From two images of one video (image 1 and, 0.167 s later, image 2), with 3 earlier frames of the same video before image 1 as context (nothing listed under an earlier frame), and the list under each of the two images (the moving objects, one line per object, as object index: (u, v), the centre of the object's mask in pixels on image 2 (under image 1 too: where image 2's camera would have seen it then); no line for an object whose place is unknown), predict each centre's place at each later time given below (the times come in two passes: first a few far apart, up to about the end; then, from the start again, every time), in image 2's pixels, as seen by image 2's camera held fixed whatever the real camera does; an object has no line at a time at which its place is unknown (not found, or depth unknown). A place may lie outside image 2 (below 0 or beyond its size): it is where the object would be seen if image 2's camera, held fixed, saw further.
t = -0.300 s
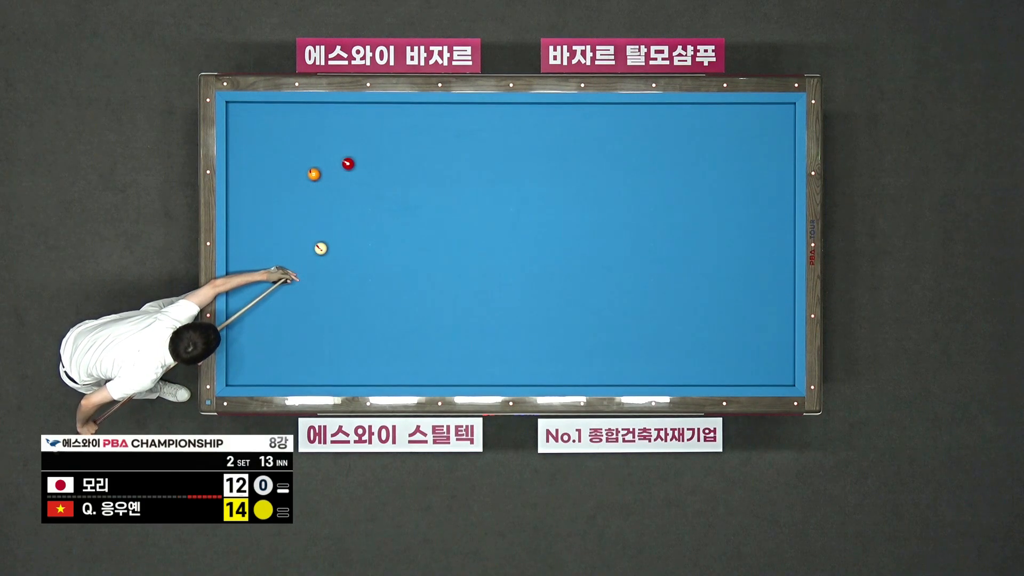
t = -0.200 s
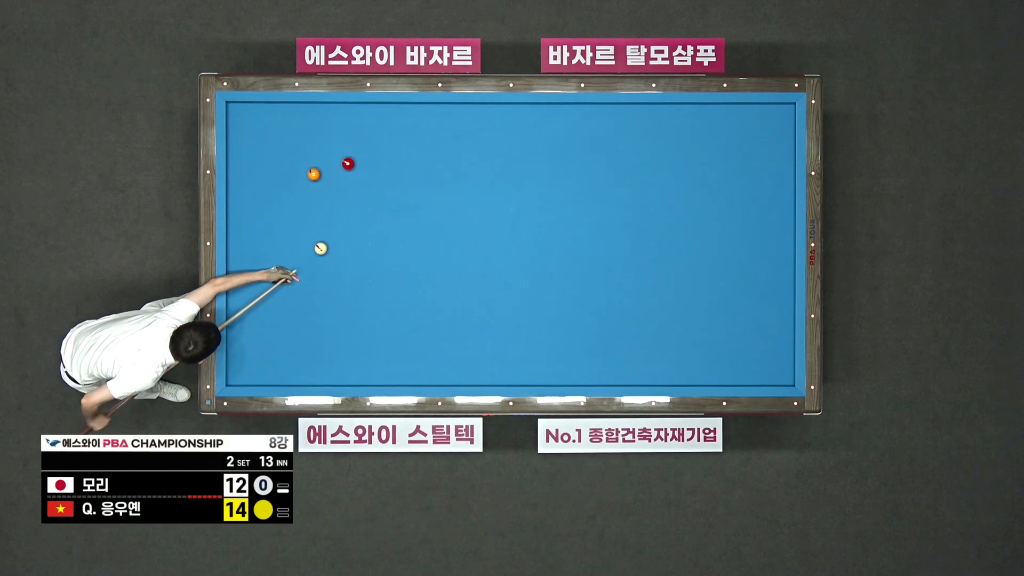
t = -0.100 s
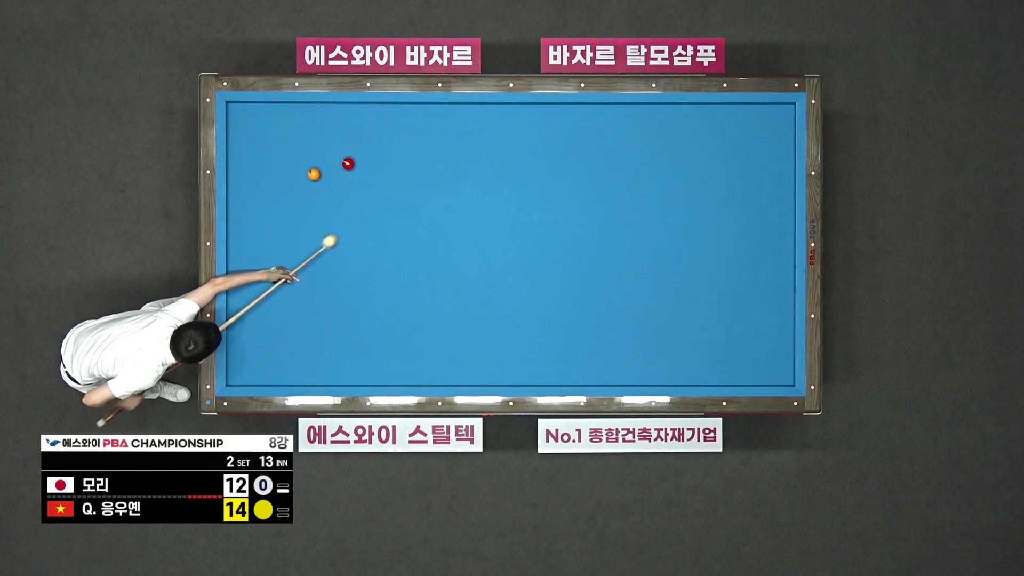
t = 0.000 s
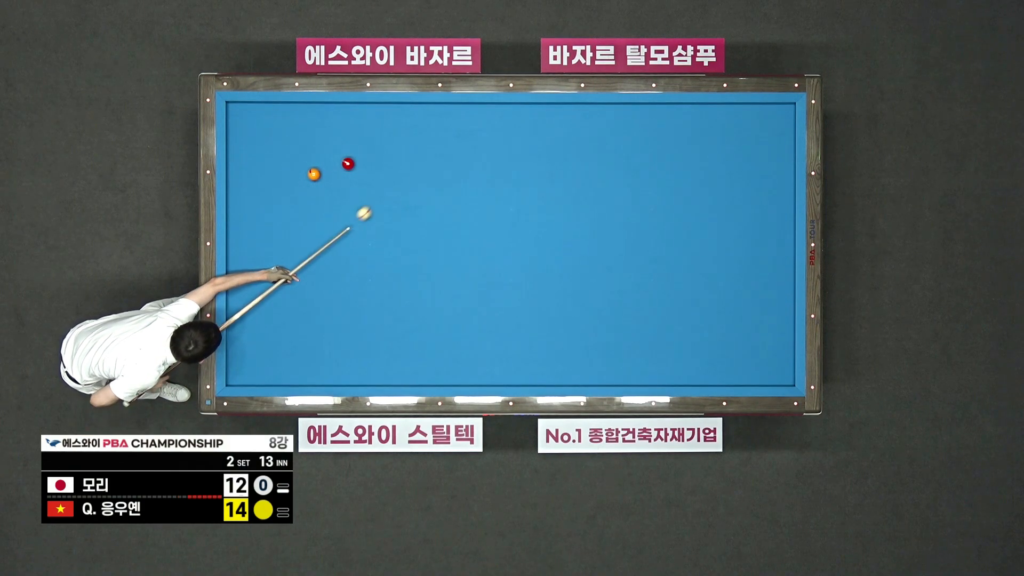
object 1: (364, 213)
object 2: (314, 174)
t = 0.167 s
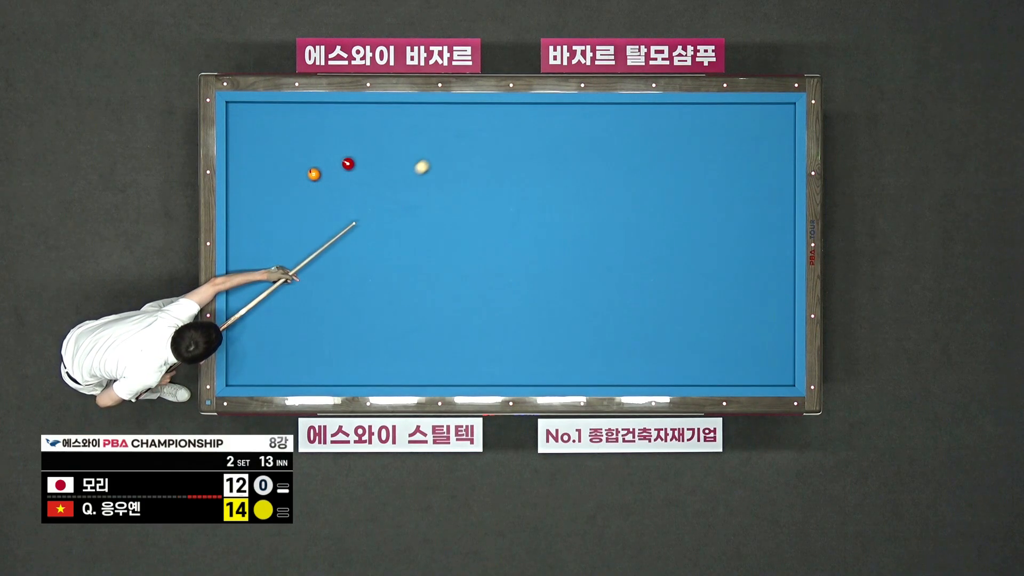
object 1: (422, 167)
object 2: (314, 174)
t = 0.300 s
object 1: (467, 130)
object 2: (314, 174)
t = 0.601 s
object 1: (558, 154)
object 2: (314, 174)
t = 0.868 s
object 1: (634, 196)
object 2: (314, 174)
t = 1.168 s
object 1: (719, 243)
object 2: (314, 174)
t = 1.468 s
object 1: (780, 291)
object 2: (314, 174)
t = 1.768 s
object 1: (724, 349)
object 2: (314, 174)
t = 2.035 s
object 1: (682, 368)
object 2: (314, 174)
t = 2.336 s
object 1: (635, 335)
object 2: (314, 174)
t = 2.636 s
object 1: (589, 303)
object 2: (314, 174)
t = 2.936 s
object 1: (544, 272)
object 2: (314, 174)
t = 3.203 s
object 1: (504, 244)
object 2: (314, 174)
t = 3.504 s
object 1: (461, 214)
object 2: (314, 174)
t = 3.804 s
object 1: (418, 184)
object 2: (314, 174)
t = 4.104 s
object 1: (376, 154)
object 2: (314, 174)
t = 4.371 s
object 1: (339, 129)
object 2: (314, 174)
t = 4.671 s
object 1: (301, 113)
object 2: (314, 174)
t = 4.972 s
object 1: (269, 126)
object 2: (314, 174)
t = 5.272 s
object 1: (239, 139)
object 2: (314, 174)
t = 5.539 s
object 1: (244, 145)
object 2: (314, 174)
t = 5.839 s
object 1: (260, 150)
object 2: (314, 174)
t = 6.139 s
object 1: (275, 154)
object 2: (314, 174)
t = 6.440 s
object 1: (289, 159)
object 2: (314, 174)
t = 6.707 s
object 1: (301, 162)
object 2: (314, 174)
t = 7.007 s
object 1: (311, 162)
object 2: (316, 176)
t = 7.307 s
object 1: (319, 160)
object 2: (320, 181)
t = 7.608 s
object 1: (325, 158)
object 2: (323, 185)
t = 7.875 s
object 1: (330, 155)
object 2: (325, 188)
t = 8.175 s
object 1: (336, 153)
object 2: (327, 190)
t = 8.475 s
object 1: (340, 151)
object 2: (329, 192)
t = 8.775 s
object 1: (344, 150)
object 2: (329, 193)
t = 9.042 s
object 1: (346, 148)
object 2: (330, 194)
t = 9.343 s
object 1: (349, 147)
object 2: (330, 194)
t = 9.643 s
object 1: (351, 146)
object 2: (330, 194)
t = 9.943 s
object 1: (351, 145)
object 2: (330, 194)
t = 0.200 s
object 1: (433, 158)
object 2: (314, 174)
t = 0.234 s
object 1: (444, 148)
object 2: (314, 174)
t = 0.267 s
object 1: (456, 139)
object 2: (314, 174)
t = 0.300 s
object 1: (467, 130)
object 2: (314, 174)
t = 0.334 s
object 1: (478, 121)
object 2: (314, 174)
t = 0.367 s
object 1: (490, 112)
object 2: (314, 174)
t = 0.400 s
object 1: (500, 112)
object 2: (314, 174)
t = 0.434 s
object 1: (510, 120)
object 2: (314, 174)
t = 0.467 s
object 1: (519, 127)
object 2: (314, 174)
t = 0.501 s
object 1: (529, 135)
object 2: (314, 174)
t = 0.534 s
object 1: (539, 141)
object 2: (314, 174)
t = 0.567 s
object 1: (548, 148)
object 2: (314, 174)
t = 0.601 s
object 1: (558, 154)
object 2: (314, 174)
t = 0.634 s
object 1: (567, 159)
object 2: (314, 174)
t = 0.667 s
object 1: (577, 165)
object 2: (314, 174)
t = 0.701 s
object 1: (586, 170)
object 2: (314, 174)
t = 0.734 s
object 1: (596, 175)
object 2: (314, 174)
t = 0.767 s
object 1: (606, 180)
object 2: (314, 174)
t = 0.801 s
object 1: (615, 186)
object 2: (314, 174)
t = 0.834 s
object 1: (625, 191)
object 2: (314, 174)
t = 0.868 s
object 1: (634, 196)
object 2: (314, 174)
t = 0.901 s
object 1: (643, 201)
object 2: (314, 174)
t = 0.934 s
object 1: (653, 207)
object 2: (314, 174)
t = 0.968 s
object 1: (662, 212)
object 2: (314, 174)
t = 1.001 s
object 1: (672, 217)
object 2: (314, 174)
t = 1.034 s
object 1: (681, 222)
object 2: (314, 174)
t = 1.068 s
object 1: (691, 228)
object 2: (314, 174)
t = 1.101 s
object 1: (700, 233)
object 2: (314, 174)
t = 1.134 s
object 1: (710, 238)
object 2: (314, 174)
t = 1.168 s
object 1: (719, 243)
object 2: (314, 174)
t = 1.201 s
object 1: (728, 248)
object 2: (314, 174)
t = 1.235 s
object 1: (737, 253)
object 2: (314, 174)
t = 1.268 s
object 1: (747, 258)
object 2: (314, 174)
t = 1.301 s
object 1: (756, 264)
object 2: (314, 174)
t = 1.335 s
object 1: (765, 269)
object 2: (314, 174)
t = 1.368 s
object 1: (775, 274)
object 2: (314, 174)
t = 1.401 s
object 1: (784, 279)
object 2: (314, 174)
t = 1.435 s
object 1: (787, 285)
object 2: (314, 174)
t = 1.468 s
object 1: (780, 291)
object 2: (314, 174)
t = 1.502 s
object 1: (772, 298)
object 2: (314, 174)
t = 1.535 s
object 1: (765, 304)
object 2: (314, 174)
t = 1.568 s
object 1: (758, 311)
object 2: (314, 174)
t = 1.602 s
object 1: (751, 317)
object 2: (314, 174)
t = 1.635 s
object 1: (745, 323)
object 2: (314, 174)
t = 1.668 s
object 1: (740, 330)
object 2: (314, 174)
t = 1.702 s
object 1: (734, 336)
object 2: (314, 174)
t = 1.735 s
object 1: (729, 343)
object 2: (314, 174)
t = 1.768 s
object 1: (724, 349)
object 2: (314, 174)
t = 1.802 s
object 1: (719, 355)
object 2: (314, 174)
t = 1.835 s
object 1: (713, 361)
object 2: (314, 174)
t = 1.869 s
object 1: (708, 367)
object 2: (314, 174)
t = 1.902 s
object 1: (703, 374)
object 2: (314, 174)
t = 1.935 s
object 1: (698, 380)
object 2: (314, 174)
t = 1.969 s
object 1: (693, 377)
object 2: (314, 174)
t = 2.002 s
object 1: (687, 372)
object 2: (314, 174)
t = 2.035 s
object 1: (682, 368)
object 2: (314, 174)
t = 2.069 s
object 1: (677, 363)
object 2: (314, 174)
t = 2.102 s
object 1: (672, 360)
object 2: (314, 174)
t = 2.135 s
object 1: (666, 356)
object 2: (314, 174)
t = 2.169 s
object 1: (661, 352)
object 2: (314, 174)
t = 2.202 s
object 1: (656, 349)
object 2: (314, 174)
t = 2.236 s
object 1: (651, 345)
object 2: (314, 174)
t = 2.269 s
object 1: (646, 342)
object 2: (314, 174)
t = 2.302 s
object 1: (640, 338)
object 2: (314, 174)
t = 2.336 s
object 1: (635, 335)
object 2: (314, 174)
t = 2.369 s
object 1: (630, 331)
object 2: (314, 174)
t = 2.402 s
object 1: (625, 327)
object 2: (314, 174)
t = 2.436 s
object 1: (620, 324)
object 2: (314, 174)
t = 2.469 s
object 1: (615, 320)
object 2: (314, 174)
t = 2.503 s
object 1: (609, 317)
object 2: (314, 174)
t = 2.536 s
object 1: (604, 313)
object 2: (314, 174)
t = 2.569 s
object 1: (600, 310)
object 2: (314, 174)
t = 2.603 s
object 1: (594, 306)
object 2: (314, 174)
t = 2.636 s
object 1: (589, 303)
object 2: (314, 174)
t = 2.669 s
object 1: (584, 299)
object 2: (314, 174)
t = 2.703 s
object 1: (579, 296)
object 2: (314, 174)
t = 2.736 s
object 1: (574, 292)
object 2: (314, 174)
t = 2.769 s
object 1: (569, 289)
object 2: (314, 174)
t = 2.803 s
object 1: (564, 285)
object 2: (314, 174)
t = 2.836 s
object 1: (559, 282)
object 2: (314, 174)
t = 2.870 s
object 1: (554, 279)
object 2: (314, 174)
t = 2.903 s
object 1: (549, 275)
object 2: (314, 174)
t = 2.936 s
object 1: (544, 272)
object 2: (314, 174)
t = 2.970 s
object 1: (539, 268)
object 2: (314, 174)
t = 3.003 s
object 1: (534, 265)
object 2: (314, 174)
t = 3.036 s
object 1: (529, 261)
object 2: (314, 174)
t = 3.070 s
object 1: (524, 258)
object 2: (314, 174)
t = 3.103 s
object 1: (519, 255)
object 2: (314, 174)
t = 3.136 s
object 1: (514, 251)
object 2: (314, 174)
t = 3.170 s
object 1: (510, 248)
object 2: (314, 174)
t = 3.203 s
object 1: (504, 244)
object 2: (314, 174)
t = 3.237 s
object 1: (500, 241)
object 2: (314, 174)
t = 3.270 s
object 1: (495, 237)
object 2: (314, 174)
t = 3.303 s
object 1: (490, 234)
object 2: (314, 174)
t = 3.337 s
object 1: (485, 231)
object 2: (314, 174)
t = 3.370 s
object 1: (480, 227)
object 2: (314, 174)
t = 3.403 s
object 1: (475, 224)
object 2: (314, 174)
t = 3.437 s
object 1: (470, 221)
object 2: (314, 174)
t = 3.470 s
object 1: (466, 217)
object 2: (314, 174)
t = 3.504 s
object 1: (461, 214)
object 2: (314, 174)
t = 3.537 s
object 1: (456, 211)
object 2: (314, 174)
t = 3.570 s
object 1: (451, 207)
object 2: (314, 174)
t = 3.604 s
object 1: (446, 204)
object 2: (314, 174)
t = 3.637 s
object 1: (442, 201)
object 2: (314, 174)
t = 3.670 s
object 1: (437, 197)
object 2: (314, 174)
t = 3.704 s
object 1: (432, 194)
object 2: (314, 174)
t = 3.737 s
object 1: (427, 190)
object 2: (314, 174)
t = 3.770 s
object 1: (423, 187)
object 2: (314, 174)
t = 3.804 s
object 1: (418, 184)
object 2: (314, 174)
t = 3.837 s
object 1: (413, 181)
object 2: (314, 174)
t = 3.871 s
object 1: (409, 177)
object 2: (314, 174)
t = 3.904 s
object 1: (404, 174)
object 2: (314, 174)
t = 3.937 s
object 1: (399, 171)
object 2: (314, 174)
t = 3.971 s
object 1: (394, 167)
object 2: (314, 174)
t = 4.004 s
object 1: (390, 164)
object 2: (314, 174)
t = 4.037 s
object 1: (385, 161)
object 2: (314, 174)
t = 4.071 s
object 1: (380, 158)
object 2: (314, 174)
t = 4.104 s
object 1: (376, 154)
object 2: (314, 174)
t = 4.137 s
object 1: (371, 151)
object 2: (314, 174)
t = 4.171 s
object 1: (366, 148)
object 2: (314, 174)
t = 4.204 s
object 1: (362, 145)
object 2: (314, 174)
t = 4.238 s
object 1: (357, 141)
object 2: (314, 174)
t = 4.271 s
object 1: (352, 138)
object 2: (314, 174)
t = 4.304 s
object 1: (348, 135)
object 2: (314, 174)
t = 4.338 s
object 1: (343, 131)
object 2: (314, 174)
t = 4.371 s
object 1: (339, 129)
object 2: (314, 174)
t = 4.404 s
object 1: (334, 125)
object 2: (314, 174)
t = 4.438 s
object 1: (330, 122)
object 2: (314, 174)
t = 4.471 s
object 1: (325, 119)
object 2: (314, 174)
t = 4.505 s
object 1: (320, 116)
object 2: (314, 174)
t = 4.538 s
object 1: (316, 112)
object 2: (314, 174)
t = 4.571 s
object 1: (311, 109)
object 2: (314, 174)
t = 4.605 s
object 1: (307, 108)
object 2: (314, 174)
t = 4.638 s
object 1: (304, 111)
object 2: (314, 174)
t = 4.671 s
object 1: (301, 113)
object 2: (314, 174)
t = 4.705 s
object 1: (297, 115)
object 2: (314, 174)
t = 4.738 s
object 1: (293, 116)
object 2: (314, 174)
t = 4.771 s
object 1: (290, 118)
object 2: (314, 174)
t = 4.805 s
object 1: (286, 119)
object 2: (314, 174)
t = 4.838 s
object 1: (283, 120)
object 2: (314, 174)
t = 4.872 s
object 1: (279, 122)
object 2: (314, 174)
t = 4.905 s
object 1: (276, 123)
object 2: (314, 174)
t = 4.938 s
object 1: (273, 125)
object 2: (314, 174)
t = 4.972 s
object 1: (269, 126)
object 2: (314, 174)
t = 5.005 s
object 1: (266, 128)
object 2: (314, 174)
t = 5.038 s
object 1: (263, 129)
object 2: (314, 174)
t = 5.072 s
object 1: (259, 131)
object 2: (314, 174)
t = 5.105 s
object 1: (256, 132)
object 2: (314, 174)
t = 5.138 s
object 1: (252, 133)
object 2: (314, 174)
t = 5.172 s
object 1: (249, 135)
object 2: (314, 174)
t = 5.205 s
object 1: (246, 136)
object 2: (314, 174)
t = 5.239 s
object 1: (242, 137)
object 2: (314, 174)
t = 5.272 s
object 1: (239, 139)
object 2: (314, 174)
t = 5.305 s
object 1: (235, 141)
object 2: (314, 174)
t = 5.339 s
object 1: (232, 142)
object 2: (314, 174)
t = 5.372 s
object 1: (234, 143)
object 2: (314, 174)
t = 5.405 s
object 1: (236, 143)
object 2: (314, 174)
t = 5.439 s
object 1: (238, 144)
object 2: (314, 174)
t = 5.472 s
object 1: (240, 144)
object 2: (314, 174)
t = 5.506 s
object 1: (242, 145)
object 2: (314, 174)
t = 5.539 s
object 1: (244, 145)
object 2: (314, 174)
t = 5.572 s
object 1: (246, 146)
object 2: (314, 174)
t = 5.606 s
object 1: (247, 146)
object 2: (314, 174)
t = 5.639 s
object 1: (249, 147)
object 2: (314, 174)
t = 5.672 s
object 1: (251, 147)
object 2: (314, 174)
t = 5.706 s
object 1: (253, 148)
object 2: (314, 174)
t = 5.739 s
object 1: (254, 148)
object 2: (314, 174)
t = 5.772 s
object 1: (256, 149)
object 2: (314, 174)
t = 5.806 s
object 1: (258, 149)
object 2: (314, 174)
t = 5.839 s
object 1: (260, 150)
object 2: (314, 174)
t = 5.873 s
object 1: (261, 150)
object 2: (314, 174)
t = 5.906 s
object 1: (263, 151)
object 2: (314, 174)
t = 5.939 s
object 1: (265, 151)
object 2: (314, 174)
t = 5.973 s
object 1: (266, 152)
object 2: (314, 174)
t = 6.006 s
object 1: (268, 152)
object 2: (314, 174)
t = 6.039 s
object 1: (270, 153)
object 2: (314, 174)
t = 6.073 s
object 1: (271, 153)
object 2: (314, 174)
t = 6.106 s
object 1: (273, 154)
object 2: (314, 174)
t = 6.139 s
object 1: (275, 154)
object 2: (314, 174)
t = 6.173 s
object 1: (276, 155)
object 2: (314, 174)
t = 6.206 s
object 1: (278, 155)
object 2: (314, 174)
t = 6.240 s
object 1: (280, 156)
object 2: (314, 174)
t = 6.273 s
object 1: (281, 156)
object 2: (314, 174)
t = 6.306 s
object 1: (283, 157)
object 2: (314, 174)
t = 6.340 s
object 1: (284, 157)
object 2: (314, 174)
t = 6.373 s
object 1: (286, 158)
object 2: (314, 174)
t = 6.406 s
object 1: (287, 158)
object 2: (314, 174)
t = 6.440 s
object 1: (289, 159)
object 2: (314, 174)
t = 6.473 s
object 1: (290, 159)
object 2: (314, 174)
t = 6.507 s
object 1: (292, 160)
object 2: (314, 174)
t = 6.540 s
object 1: (293, 160)
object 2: (314, 174)
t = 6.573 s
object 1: (295, 161)
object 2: (314, 174)
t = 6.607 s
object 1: (297, 161)
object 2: (314, 174)
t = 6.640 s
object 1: (298, 161)
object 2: (314, 174)
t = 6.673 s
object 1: (299, 162)
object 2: (314, 174)
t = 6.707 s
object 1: (301, 162)
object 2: (314, 174)
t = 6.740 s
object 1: (302, 163)
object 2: (314, 174)
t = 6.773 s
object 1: (304, 163)
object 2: (314, 174)
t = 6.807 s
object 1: (305, 164)
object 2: (314, 174)
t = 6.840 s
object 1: (307, 164)
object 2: (314, 174)
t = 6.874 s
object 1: (308, 163)
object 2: (315, 174)
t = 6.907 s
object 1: (308, 163)
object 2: (315, 175)
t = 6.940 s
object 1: (309, 163)
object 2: (316, 176)
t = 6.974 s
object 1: (310, 163)
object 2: (316, 176)
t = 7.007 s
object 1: (311, 162)
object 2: (316, 176)
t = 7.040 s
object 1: (312, 162)
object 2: (317, 178)
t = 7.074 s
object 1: (313, 162)
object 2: (317, 177)
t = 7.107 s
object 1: (314, 161)
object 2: (318, 179)
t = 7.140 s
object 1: (315, 161)
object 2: (318, 179)
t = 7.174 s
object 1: (315, 161)
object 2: (319, 179)
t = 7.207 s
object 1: (316, 161)
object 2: (319, 180)
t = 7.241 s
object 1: (317, 160)
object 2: (319, 180)
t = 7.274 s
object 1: (318, 160)
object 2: (320, 181)
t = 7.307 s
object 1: (319, 160)
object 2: (320, 181)
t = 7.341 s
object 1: (319, 159)
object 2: (320, 182)
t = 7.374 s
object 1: (320, 159)
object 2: (321, 182)
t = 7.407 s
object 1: (321, 159)
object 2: (321, 182)
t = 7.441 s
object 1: (322, 159)
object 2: (321, 183)
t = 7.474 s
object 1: (322, 158)
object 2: (322, 183)
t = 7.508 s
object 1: (323, 158)
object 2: (322, 184)
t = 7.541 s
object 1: (324, 158)
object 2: (322, 184)
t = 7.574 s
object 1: (324, 158)
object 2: (323, 184)
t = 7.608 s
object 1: (325, 158)
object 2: (323, 185)
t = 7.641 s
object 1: (326, 157)
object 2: (323, 185)
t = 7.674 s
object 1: (327, 157)
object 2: (324, 185)
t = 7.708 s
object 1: (327, 157)
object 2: (324, 186)
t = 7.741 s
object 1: (328, 156)
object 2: (324, 186)
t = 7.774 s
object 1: (329, 156)
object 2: (324, 187)
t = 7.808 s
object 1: (329, 156)
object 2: (325, 187)
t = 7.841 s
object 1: (330, 156)
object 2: (325, 187)
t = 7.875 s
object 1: (330, 155)
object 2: (325, 188)
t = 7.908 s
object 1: (331, 155)
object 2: (325, 188)
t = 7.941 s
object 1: (332, 155)
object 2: (326, 188)
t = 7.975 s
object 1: (332, 155)
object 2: (326, 189)
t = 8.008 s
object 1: (333, 154)
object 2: (326, 189)
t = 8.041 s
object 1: (333, 154)
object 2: (326, 189)
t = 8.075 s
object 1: (334, 154)
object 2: (327, 189)
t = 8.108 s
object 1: (335, 154)
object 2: (327, 189)
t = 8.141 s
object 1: (335, 153)
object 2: (327, 190)
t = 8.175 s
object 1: (336, 153)
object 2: (327, 190)
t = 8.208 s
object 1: (336, 153)
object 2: (327, 190)
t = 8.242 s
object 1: (337, 153)
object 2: (327, 191)
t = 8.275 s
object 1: (337, 153)
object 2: (328, 191)
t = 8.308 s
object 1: (338, 152)
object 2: (328, 191)
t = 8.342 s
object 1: (338, 152)
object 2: (328, 191)
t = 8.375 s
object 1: (339, 152)
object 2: (328, 192)
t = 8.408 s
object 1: (339, 152)
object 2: (328, 192)
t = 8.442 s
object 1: (340, 152)
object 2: (328, 192)
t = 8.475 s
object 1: (340, 151)
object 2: (329, 192)
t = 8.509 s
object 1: (341, 151)
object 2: (329, 192)
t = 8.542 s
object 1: (341, 151)
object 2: (329, 192)
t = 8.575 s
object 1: (341, 151)
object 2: (329, 193)
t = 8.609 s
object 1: (342, 151)
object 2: (329, 193)
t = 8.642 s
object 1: (342, 150)
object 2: (329, 193)
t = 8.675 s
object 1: (343, 150)
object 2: (329, 193)
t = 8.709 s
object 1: (343, 150)
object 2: (329, 193)
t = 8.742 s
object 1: (343, 150)
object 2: (329, 193)
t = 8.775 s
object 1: (344, 150)
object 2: (329, 193)
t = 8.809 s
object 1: (344, 149)
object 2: (329, 194)
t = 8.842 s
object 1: (344, 149)
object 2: (330, 194)
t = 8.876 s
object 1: (345, 149)
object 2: (330, 194)
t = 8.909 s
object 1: (345, 149)
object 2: (330, 194)
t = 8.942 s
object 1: (345, 149)
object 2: (330, 194)
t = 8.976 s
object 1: (346, 149)
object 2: (330, 194)
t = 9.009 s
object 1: (346, 148)
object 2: (330, 194)
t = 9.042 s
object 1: (346, 148)
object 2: (330, 194)
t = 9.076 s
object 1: (347, 148)
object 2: (330, 194)
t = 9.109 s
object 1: (347, 148)
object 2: (330, 194)
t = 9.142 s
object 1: (347, 148)
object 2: (330, 194)
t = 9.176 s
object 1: (348, 148)
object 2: (330, 194)
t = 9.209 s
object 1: (348, 148)
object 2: (330, 194)
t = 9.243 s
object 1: (348, 147)
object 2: (330, 194)
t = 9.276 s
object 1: (349, 147)
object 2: (330, 194)
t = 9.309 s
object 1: (349, 147)
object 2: (330, 194)
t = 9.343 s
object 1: (349, 147)
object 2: (330, 194)
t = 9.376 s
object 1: (349, 147)
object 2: (330, 194)
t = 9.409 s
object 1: (350, 147)
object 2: (330, 194)
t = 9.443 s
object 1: (350, 147)
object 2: (330, 194)
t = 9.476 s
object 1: (350, 147)
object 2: (330, 194)
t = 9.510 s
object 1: (350, 147)
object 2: (330, 194)
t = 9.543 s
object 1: (350, 146)
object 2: (330, 194)
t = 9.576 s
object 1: (350, 146)
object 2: (330, 194)
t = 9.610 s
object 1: (351, 146)
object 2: (330, 194)
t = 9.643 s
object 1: (351, 146)
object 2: (330, 194)
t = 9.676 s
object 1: (351, 146)
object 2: (330, 194)
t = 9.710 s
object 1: (351, 146)
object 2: (330, 194)
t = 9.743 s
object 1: (351, 146)
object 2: (330, 194)
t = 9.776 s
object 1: (351, 146)
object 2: (330, 194)
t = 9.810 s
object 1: (351, 145)
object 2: (330, 194)
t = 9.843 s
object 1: (351, 145)
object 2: (330, 194)
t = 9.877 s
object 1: (351, 145)
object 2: (330, 194)
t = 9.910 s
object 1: (351, 145)
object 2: (330, 194)
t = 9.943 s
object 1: (351, 145)
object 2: (330, 194)
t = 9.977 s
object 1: (351, 145)
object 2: (330, 194)
